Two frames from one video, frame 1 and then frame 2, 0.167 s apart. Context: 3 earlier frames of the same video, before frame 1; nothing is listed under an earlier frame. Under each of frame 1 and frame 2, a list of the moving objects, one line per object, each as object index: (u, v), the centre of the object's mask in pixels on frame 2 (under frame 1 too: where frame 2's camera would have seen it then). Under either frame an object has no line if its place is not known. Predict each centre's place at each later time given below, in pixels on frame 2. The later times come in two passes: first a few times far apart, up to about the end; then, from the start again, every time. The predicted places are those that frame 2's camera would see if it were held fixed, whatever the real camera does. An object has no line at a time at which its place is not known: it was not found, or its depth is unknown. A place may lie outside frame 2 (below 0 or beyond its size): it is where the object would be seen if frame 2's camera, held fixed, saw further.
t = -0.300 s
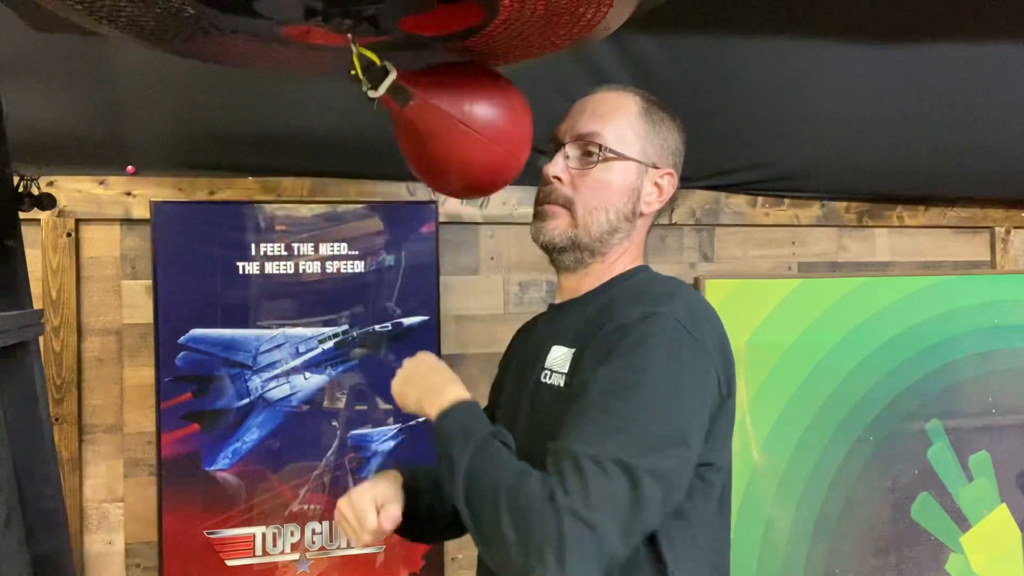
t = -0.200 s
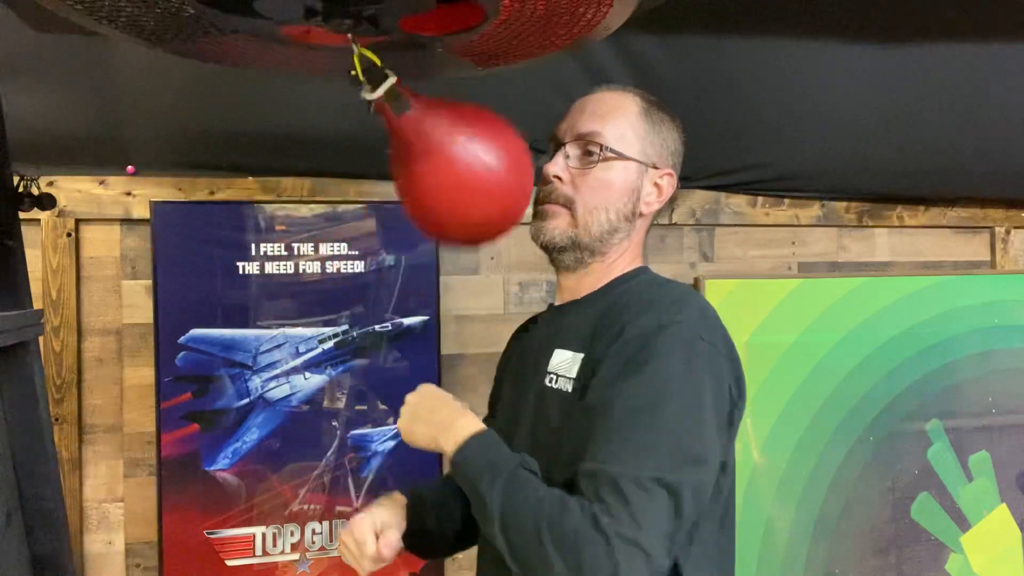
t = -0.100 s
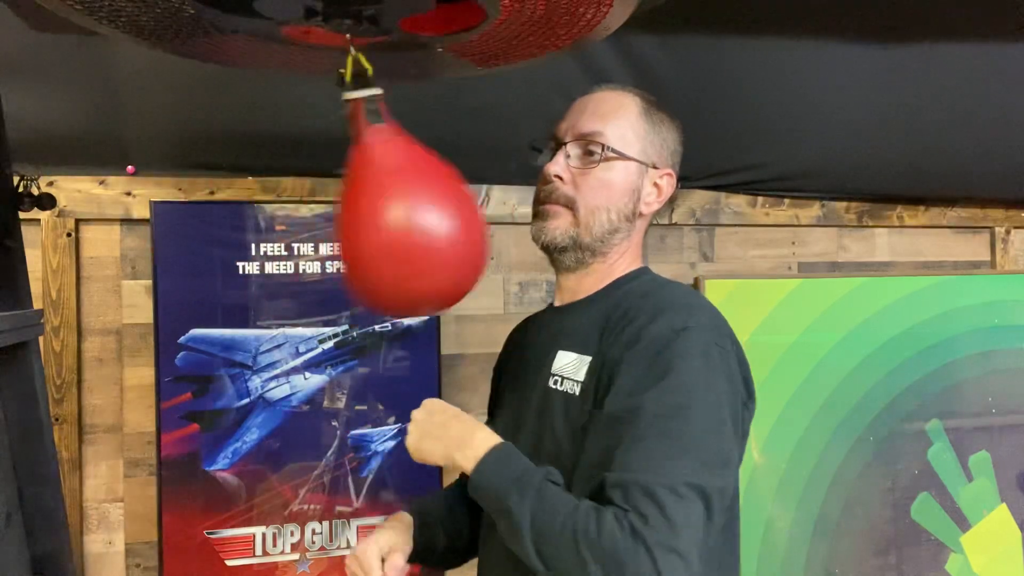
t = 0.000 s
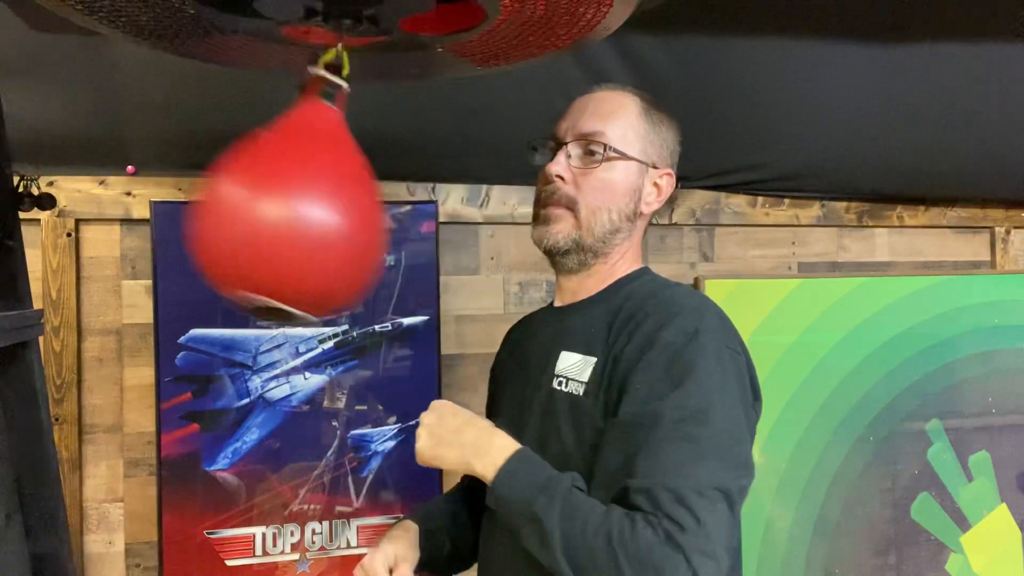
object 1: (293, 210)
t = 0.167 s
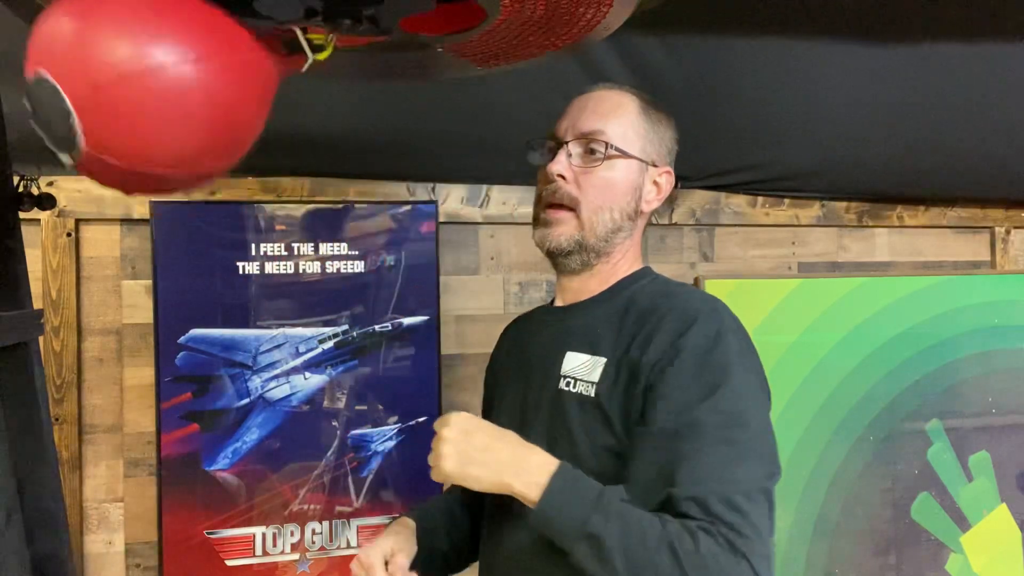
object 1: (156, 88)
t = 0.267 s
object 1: (154, 94)
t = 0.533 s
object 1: (395, 206)
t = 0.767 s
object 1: (465, 142)
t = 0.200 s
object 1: (152, 83)
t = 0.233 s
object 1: (151, 86)
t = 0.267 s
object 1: (154, 94)
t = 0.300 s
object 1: (163, 115)
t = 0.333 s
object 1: (182, 143)
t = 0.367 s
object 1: (211, 172)
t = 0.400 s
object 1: (249, 197)
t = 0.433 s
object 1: (289, 215)
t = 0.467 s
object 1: (330, 222)
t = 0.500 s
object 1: (365, 217)
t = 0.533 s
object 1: (395, 206)
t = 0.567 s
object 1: (418, 193)
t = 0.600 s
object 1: (436, 177)
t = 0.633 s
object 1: (450, 163)
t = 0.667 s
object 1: (458, 151)
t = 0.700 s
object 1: (463, 144)
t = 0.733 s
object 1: (465, 140)
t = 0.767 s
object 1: (465, 142)
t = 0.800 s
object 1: (465, 149)
